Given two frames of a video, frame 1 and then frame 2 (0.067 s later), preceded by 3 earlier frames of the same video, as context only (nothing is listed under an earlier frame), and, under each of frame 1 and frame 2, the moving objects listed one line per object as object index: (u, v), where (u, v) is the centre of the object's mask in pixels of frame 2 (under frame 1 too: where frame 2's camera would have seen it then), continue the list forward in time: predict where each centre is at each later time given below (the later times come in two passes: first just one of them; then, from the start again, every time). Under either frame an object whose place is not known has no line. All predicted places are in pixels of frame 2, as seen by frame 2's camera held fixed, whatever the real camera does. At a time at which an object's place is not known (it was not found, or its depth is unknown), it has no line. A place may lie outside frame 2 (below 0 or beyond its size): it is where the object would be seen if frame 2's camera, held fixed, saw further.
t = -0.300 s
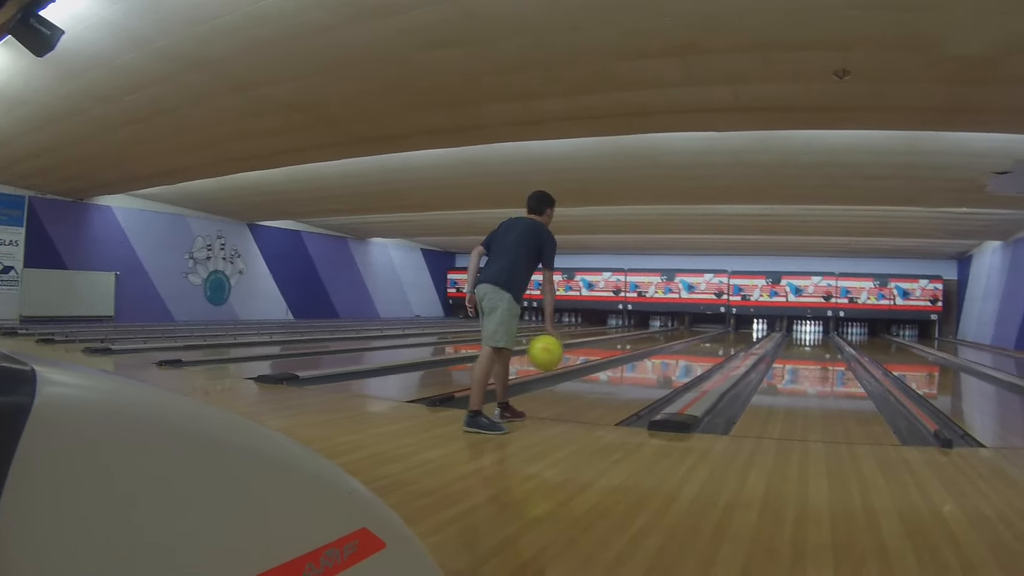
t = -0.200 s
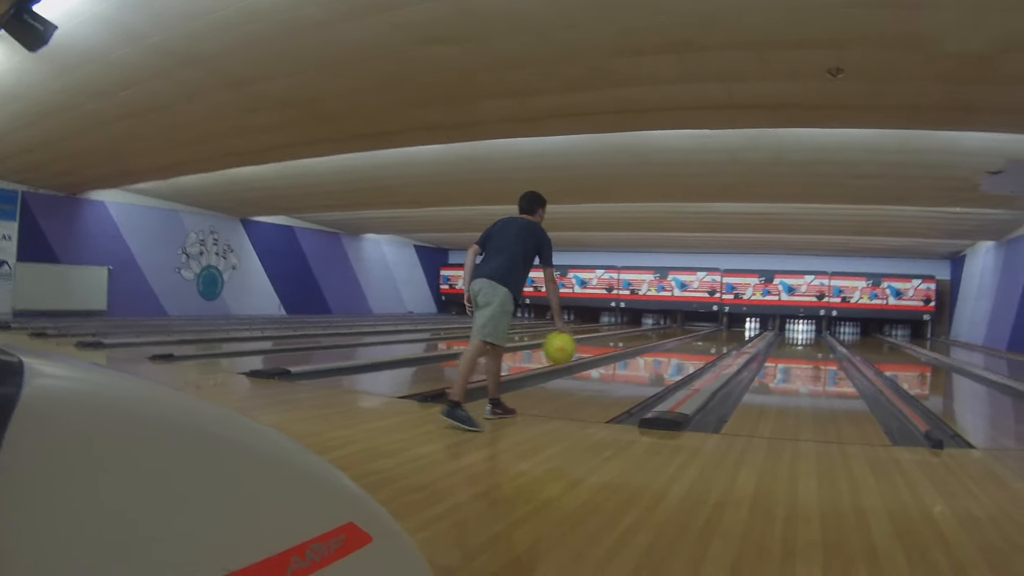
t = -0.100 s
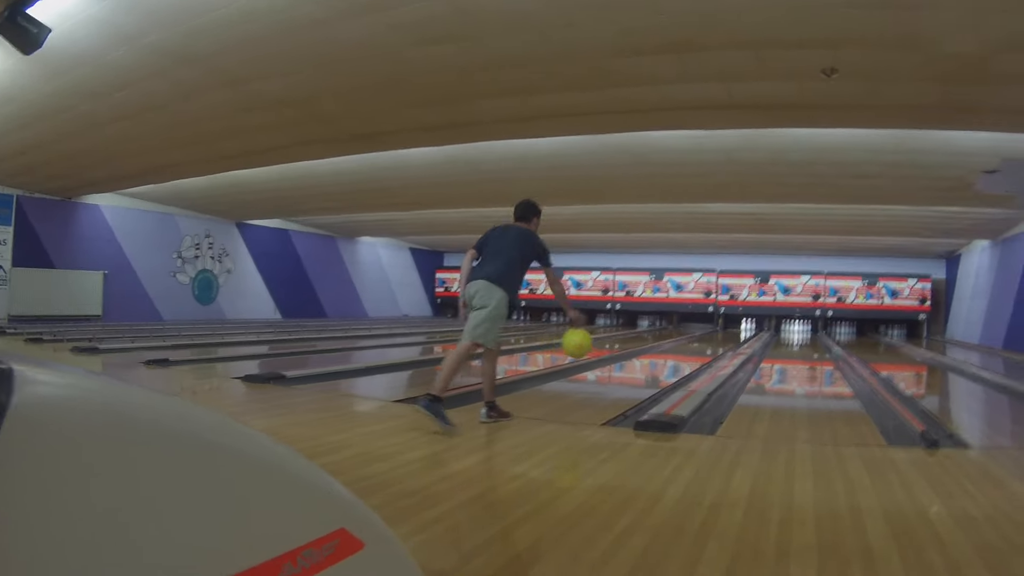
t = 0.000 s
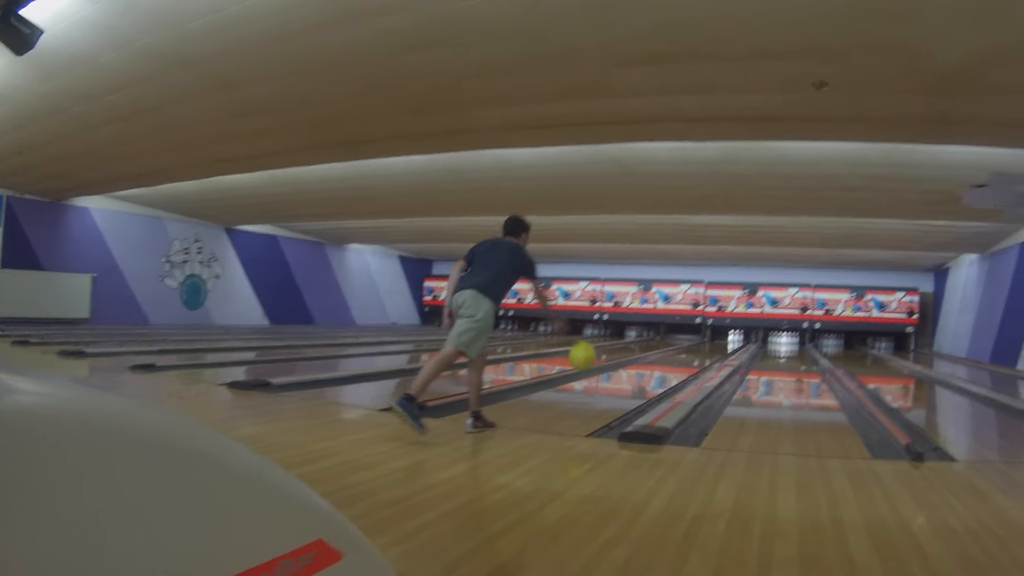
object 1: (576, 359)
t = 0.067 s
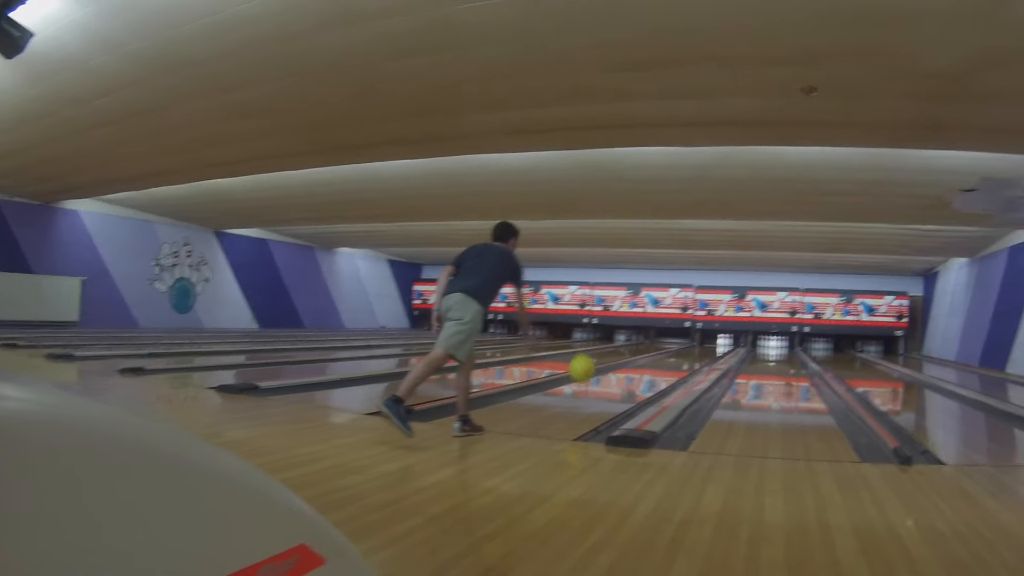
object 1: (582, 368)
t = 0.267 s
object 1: (594, 383)
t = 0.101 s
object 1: (584, 373)
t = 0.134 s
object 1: (587, 379)
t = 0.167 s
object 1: (589, 386)
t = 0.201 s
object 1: (591, 387)
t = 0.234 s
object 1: (593, 385)
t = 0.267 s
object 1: (594, 383)
